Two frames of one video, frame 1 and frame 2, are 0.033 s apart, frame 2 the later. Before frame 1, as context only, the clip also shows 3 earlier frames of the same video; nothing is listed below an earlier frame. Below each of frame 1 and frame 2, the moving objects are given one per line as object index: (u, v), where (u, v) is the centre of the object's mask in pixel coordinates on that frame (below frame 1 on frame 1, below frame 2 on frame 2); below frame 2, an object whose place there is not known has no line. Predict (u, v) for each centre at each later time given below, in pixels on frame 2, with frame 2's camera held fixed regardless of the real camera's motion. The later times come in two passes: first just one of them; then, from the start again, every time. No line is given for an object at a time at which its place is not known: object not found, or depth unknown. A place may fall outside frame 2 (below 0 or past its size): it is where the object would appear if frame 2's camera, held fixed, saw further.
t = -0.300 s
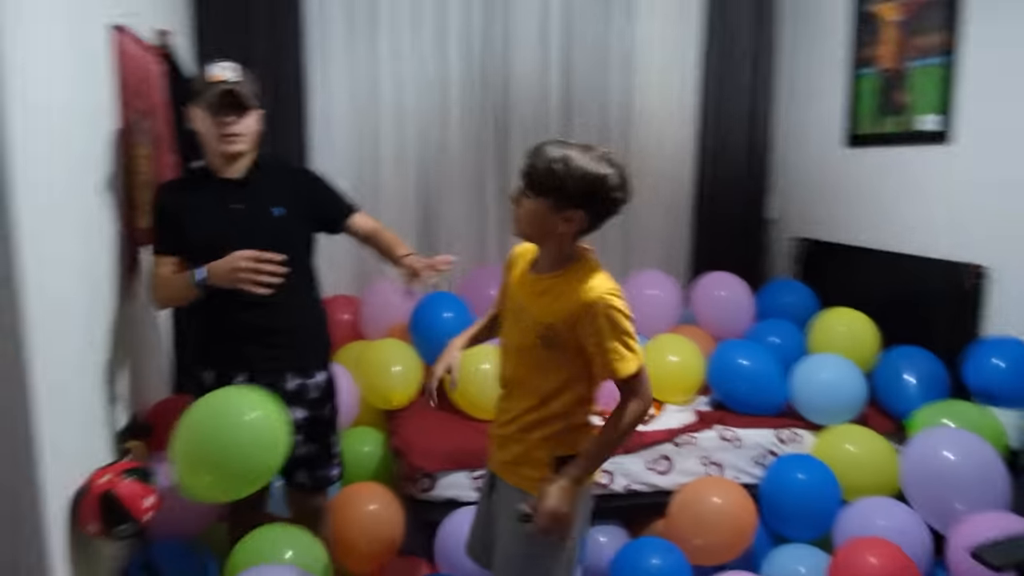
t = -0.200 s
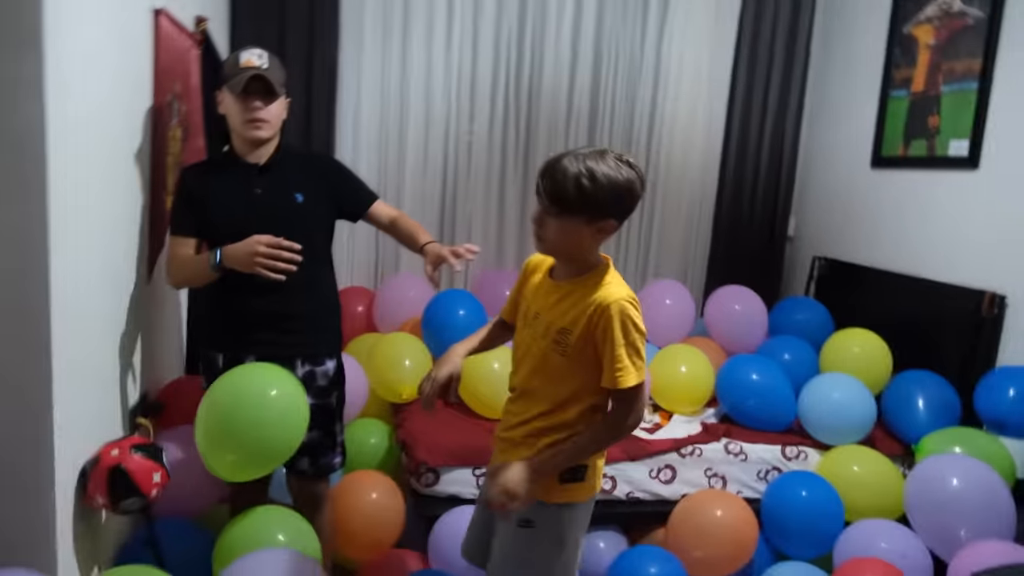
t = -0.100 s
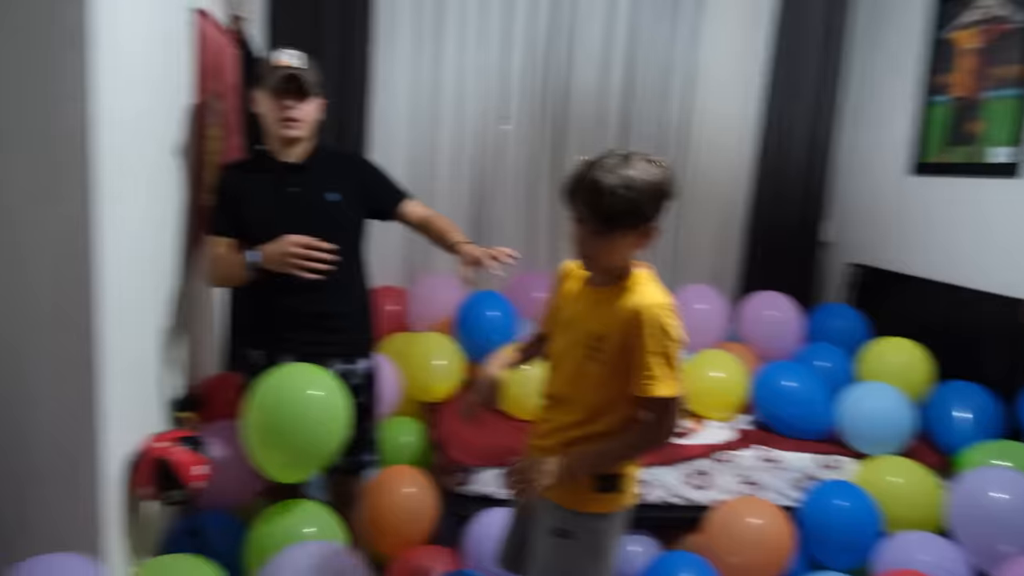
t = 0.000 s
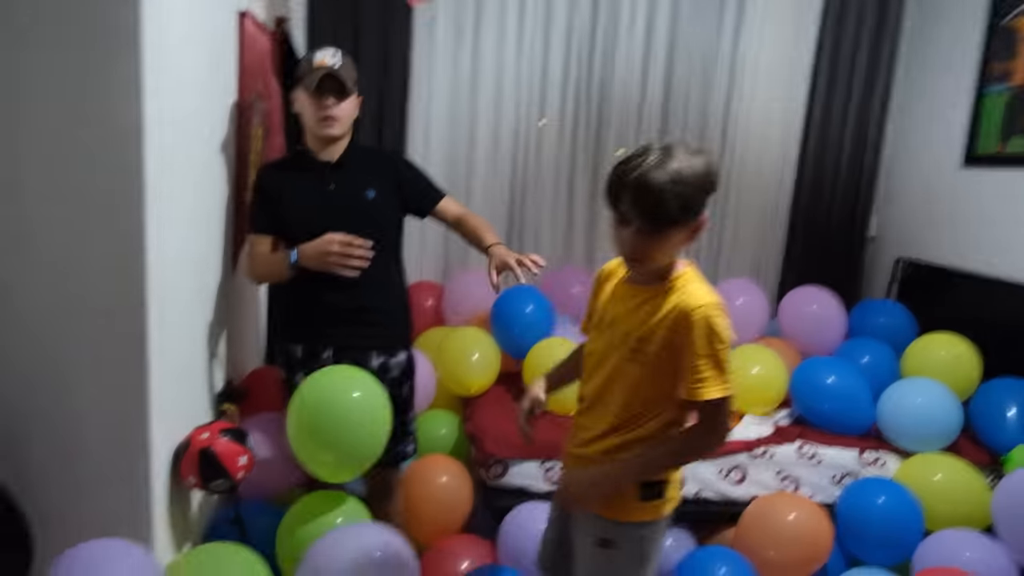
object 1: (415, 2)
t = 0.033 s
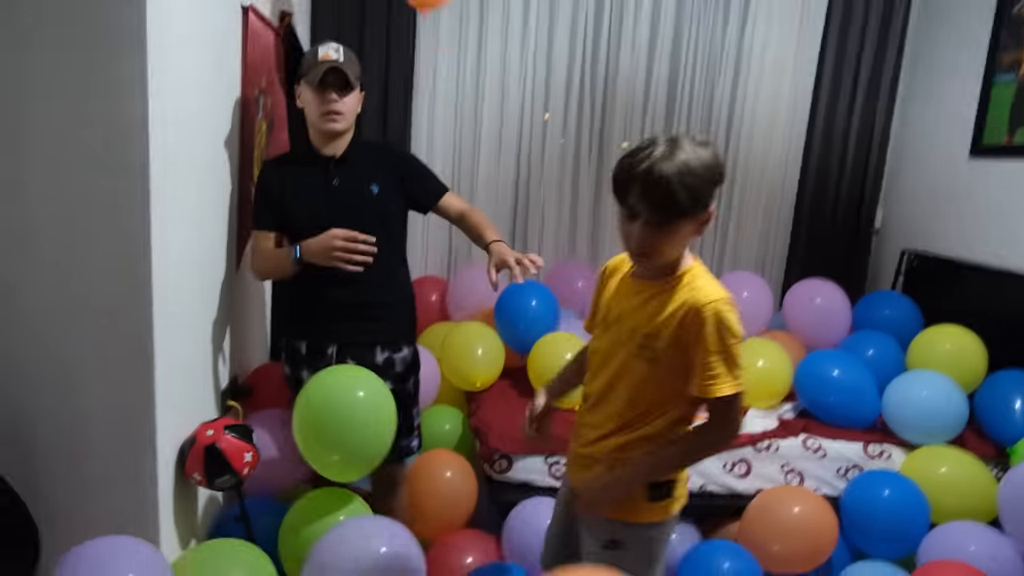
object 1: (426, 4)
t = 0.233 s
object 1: (445, 39)
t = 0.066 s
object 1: (430, 10)
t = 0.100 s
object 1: (434, 16)
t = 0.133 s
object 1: (438, 23)
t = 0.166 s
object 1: (442, 28)
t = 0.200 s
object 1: (443, 31)
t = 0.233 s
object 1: (445, 39)
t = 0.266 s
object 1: (447, 53)
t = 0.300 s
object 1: (448, 67)
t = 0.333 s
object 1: (450, 78)
